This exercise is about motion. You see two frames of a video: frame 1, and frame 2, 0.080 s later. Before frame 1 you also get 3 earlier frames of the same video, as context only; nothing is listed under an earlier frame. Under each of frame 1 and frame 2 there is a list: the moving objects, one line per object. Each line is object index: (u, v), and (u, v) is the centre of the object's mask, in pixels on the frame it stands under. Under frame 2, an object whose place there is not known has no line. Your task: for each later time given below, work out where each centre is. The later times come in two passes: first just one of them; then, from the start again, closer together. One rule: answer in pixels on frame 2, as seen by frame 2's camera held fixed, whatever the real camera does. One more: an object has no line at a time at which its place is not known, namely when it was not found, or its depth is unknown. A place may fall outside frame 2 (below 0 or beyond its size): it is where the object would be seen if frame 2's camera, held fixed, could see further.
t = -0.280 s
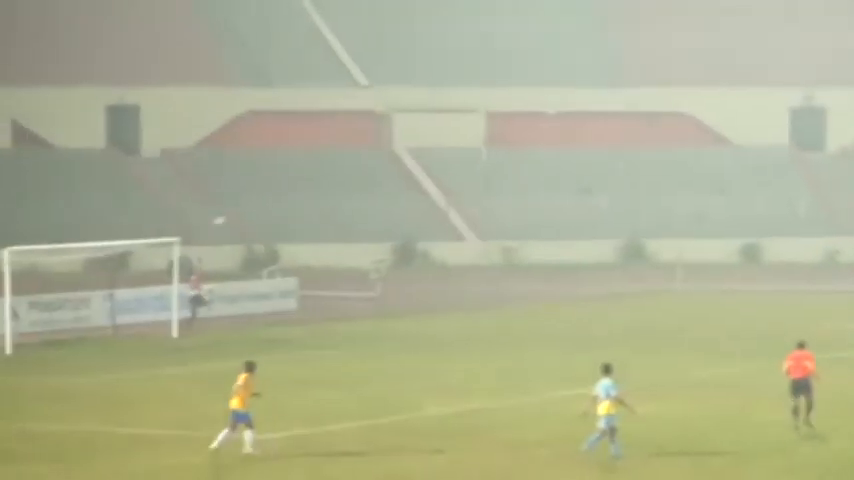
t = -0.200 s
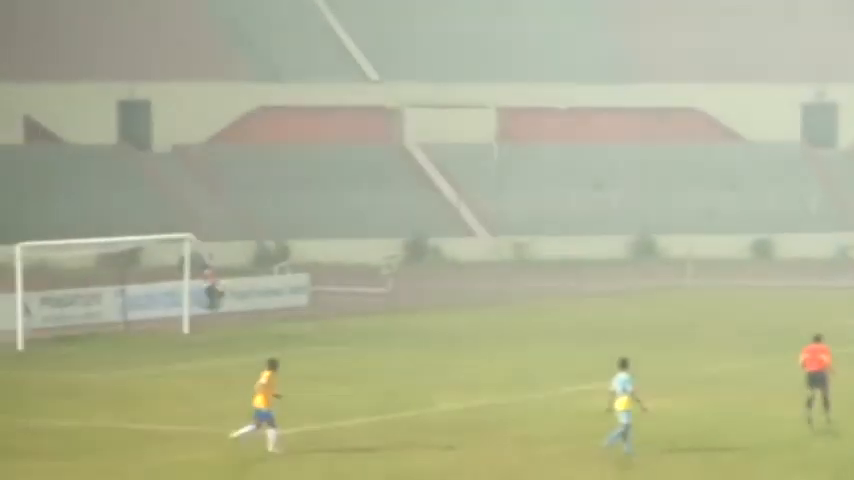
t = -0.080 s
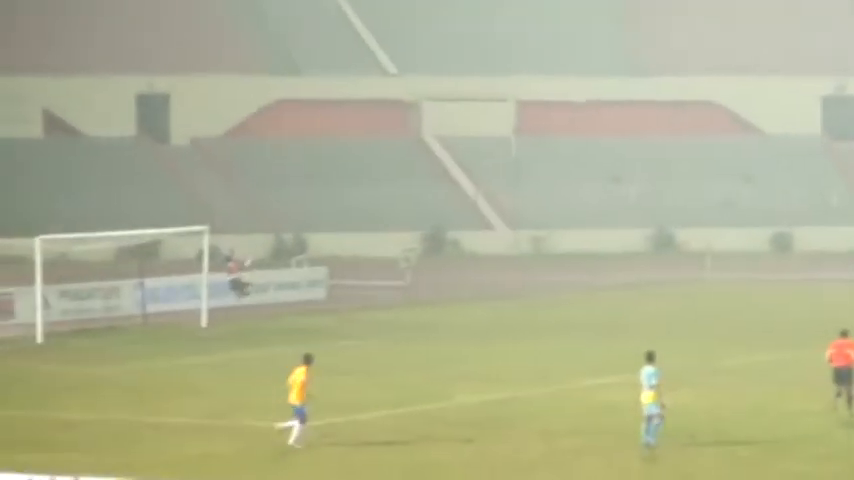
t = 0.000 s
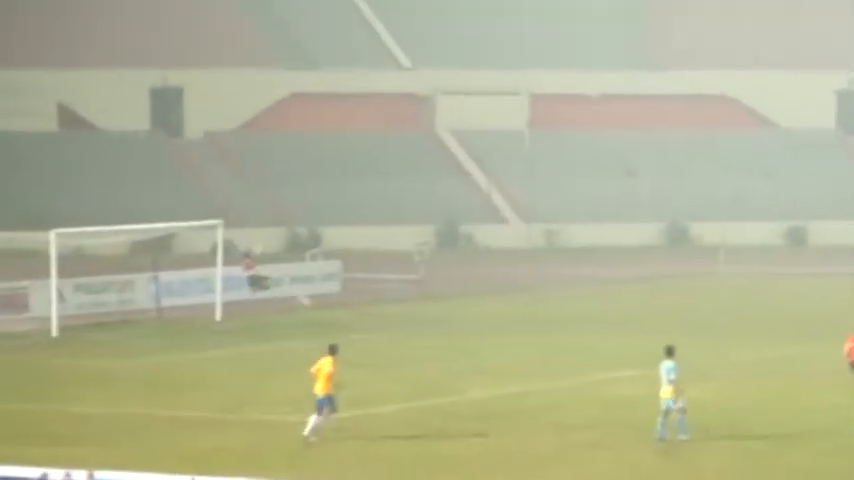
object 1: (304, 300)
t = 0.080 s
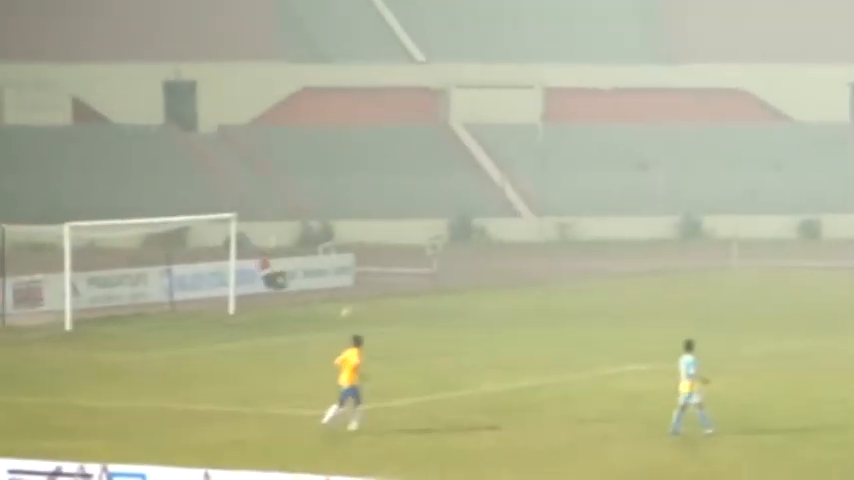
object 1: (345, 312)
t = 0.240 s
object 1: (384, 269)
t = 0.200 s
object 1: (373, 279)
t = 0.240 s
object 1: (384, 269)
